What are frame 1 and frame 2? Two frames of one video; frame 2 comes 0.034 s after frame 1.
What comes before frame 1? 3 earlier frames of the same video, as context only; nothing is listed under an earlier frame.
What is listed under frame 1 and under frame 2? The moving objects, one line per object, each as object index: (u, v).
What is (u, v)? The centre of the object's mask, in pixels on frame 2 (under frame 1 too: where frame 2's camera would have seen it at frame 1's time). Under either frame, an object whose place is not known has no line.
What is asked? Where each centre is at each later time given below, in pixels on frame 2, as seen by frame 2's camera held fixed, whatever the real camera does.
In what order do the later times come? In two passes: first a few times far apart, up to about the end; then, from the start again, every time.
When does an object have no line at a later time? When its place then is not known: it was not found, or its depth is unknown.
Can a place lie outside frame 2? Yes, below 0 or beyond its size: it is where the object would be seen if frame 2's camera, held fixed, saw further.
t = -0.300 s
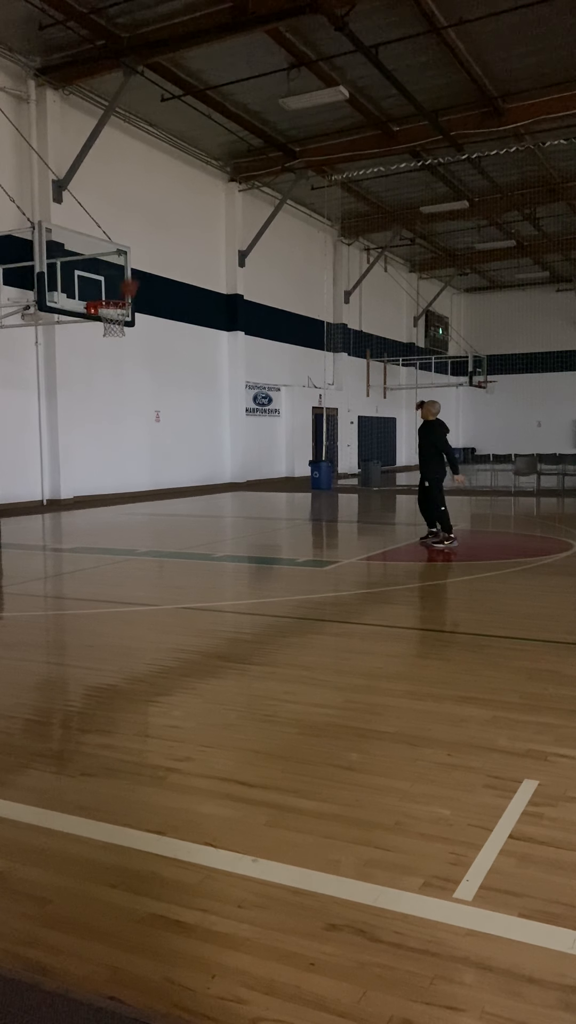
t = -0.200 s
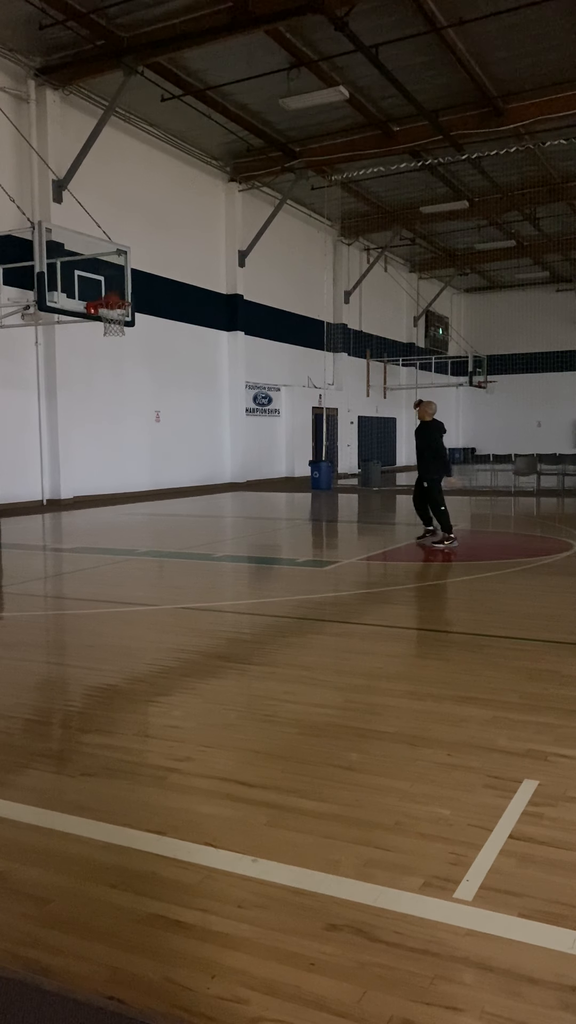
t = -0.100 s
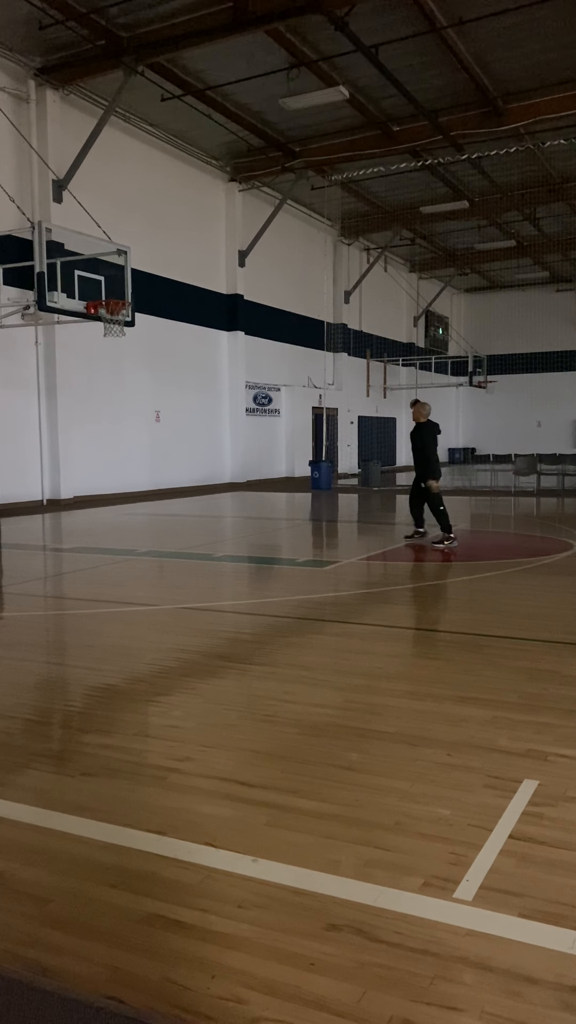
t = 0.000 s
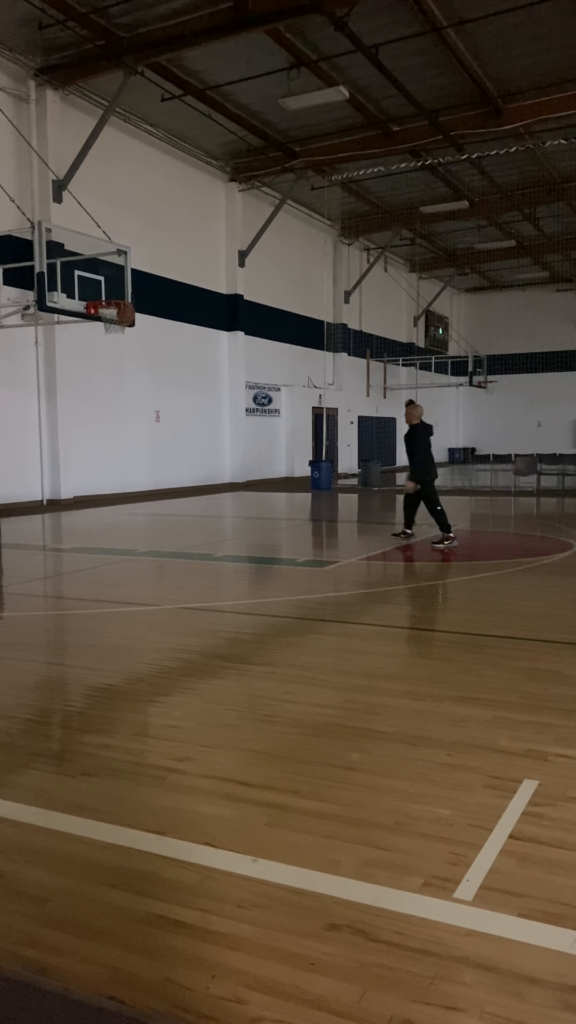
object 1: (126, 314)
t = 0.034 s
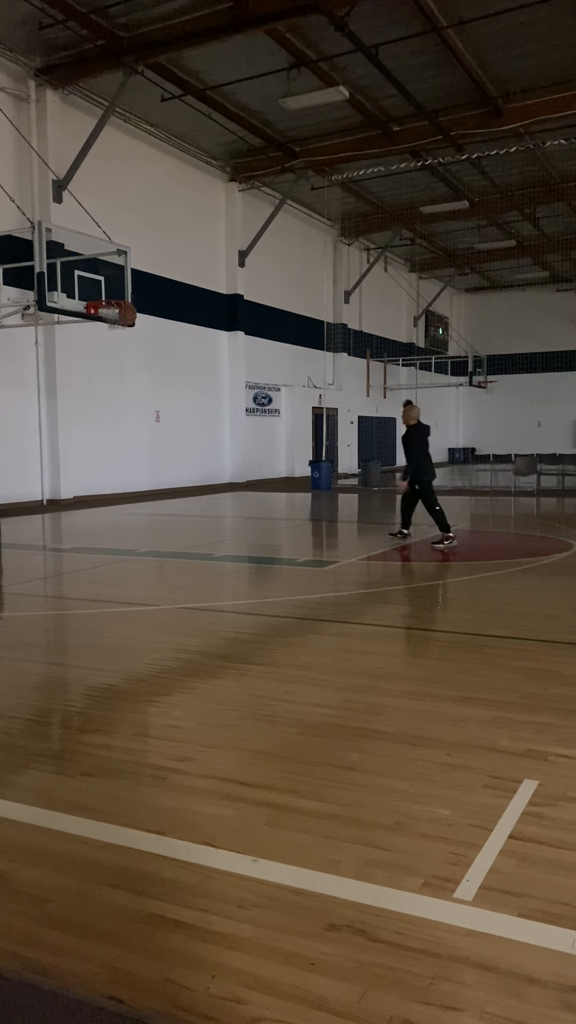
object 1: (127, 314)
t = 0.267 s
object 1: (121, 321)
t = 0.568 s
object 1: (99, 364)
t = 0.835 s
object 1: (82, 452)
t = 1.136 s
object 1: (64, 471)
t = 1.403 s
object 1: (50, 421)
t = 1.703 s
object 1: (36, 424)
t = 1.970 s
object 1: (26, 477)
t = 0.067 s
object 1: (128, 314)
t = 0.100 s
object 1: (127, 314)
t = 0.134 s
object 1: (127, 315)
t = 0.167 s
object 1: (126, 315)
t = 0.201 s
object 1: (125, 316)
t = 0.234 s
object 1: (125, 316)
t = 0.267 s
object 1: (121, 321)
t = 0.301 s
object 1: (119, 324)
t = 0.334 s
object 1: (117, 327)
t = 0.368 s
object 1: (114, 330)
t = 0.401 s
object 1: (111, 334)
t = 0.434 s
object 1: (109, 338)
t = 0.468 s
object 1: (107, 343)
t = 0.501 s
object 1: (104, 349)
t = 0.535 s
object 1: (102, 356)
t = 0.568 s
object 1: (99, 364)
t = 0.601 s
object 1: (97, 372)
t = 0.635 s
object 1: (95, 382)
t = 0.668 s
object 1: (92, 391)
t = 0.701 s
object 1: (90, 402)
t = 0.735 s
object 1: (88, 414)
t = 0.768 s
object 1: (86, 426)
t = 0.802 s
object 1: (84, 438)
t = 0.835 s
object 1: (82, 452)
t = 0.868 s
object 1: (80, 466)
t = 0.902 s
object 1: (78, 480)
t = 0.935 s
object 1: (76, 495)
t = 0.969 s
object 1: (73, 511)
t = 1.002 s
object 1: (72, 516)
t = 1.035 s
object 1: (70, 504)
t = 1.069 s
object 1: (68, 491)
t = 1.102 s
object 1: (66, 481)
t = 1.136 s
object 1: (64, 471)
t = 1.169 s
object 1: (62, 462)
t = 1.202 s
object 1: (60, 454)
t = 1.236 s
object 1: (58, 447)
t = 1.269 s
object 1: (57, 440)
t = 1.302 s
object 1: (55, 434)
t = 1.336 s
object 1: (53, 429)
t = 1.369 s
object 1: (52, 425)
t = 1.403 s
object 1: (50, 421)
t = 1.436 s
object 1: (48, 419)
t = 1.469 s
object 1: (47, 417)
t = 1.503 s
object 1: (45, 416)
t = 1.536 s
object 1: (44, 415)
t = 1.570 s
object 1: (42, 416)
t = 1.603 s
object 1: (41, 416)
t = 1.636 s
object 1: (39, 418)
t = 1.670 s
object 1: (38, 421)
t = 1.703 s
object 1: (36, 424)
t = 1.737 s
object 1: (35, 428)
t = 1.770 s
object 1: (34, 433)
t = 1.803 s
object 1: (32, 439)
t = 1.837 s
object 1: (31, 445)
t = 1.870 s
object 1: (30, 452)
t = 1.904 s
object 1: (29, 460)
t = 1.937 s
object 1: (27, 468)
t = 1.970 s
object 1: (26, 477)
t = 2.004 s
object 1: (25, 487)
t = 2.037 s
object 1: (24, 497)
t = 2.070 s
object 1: (23, 509)
